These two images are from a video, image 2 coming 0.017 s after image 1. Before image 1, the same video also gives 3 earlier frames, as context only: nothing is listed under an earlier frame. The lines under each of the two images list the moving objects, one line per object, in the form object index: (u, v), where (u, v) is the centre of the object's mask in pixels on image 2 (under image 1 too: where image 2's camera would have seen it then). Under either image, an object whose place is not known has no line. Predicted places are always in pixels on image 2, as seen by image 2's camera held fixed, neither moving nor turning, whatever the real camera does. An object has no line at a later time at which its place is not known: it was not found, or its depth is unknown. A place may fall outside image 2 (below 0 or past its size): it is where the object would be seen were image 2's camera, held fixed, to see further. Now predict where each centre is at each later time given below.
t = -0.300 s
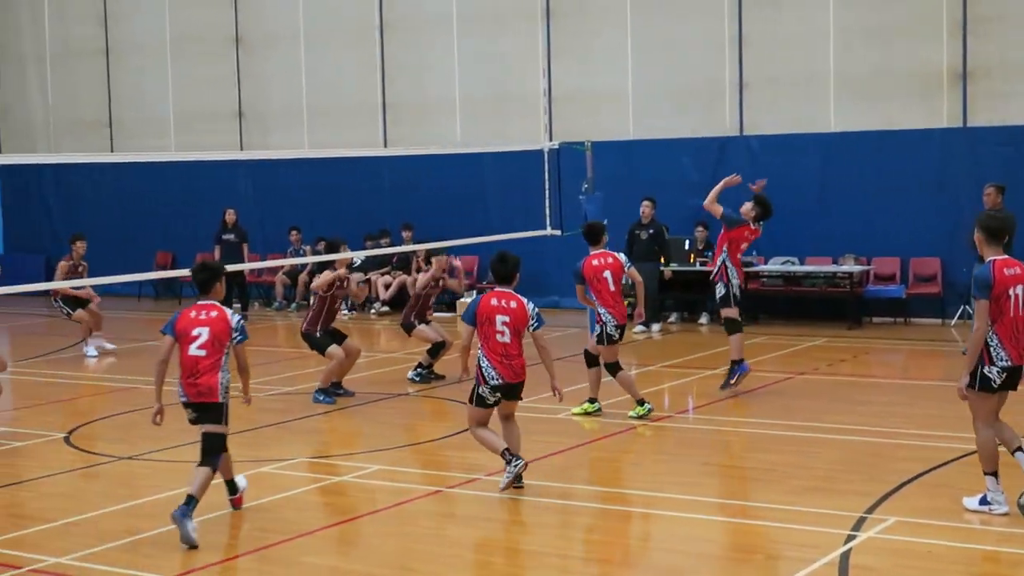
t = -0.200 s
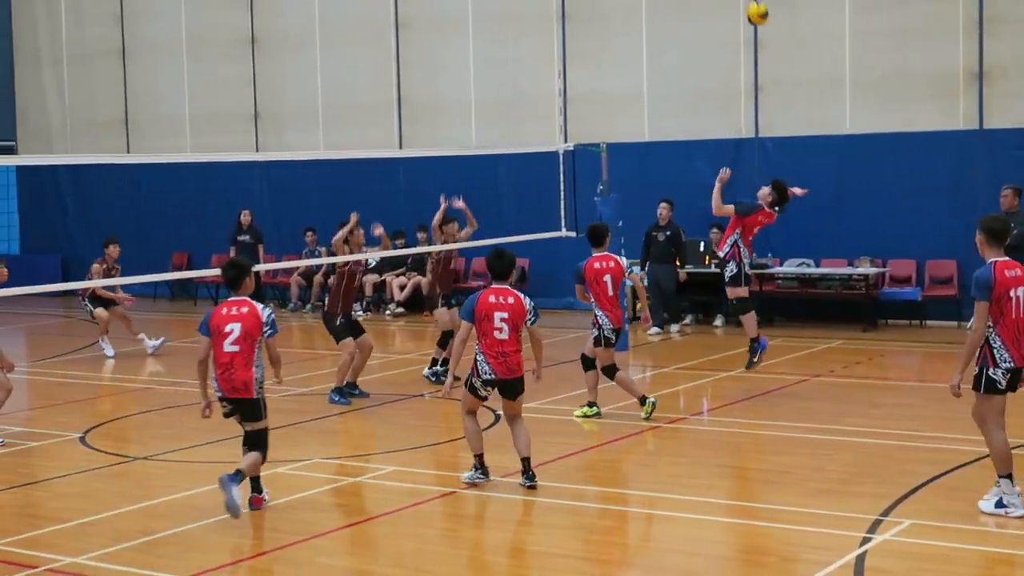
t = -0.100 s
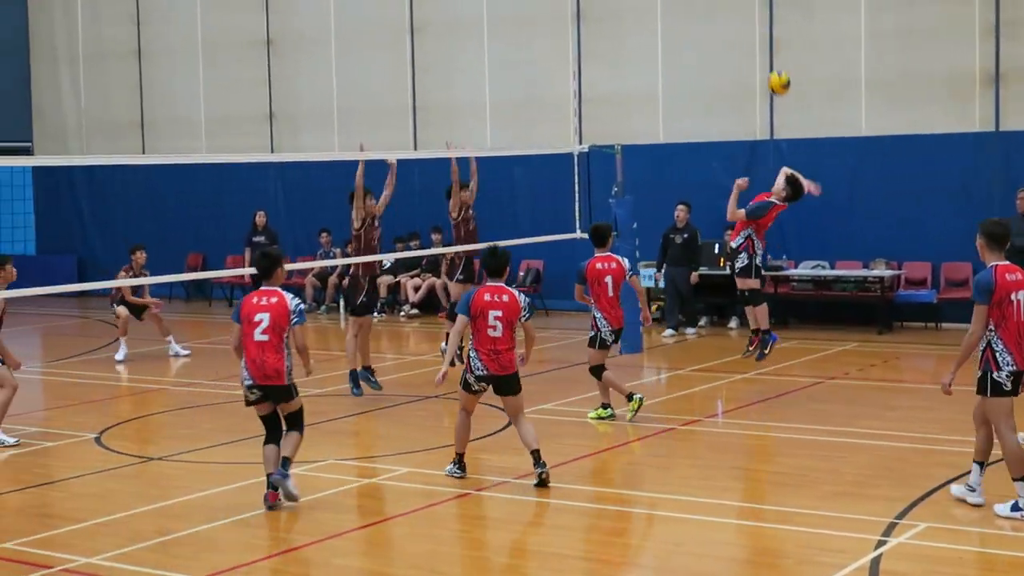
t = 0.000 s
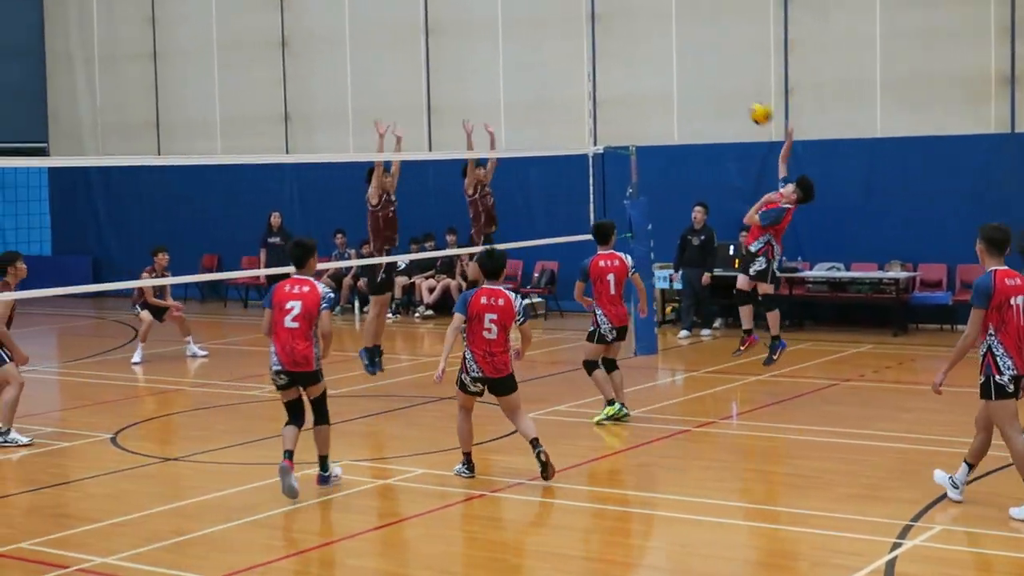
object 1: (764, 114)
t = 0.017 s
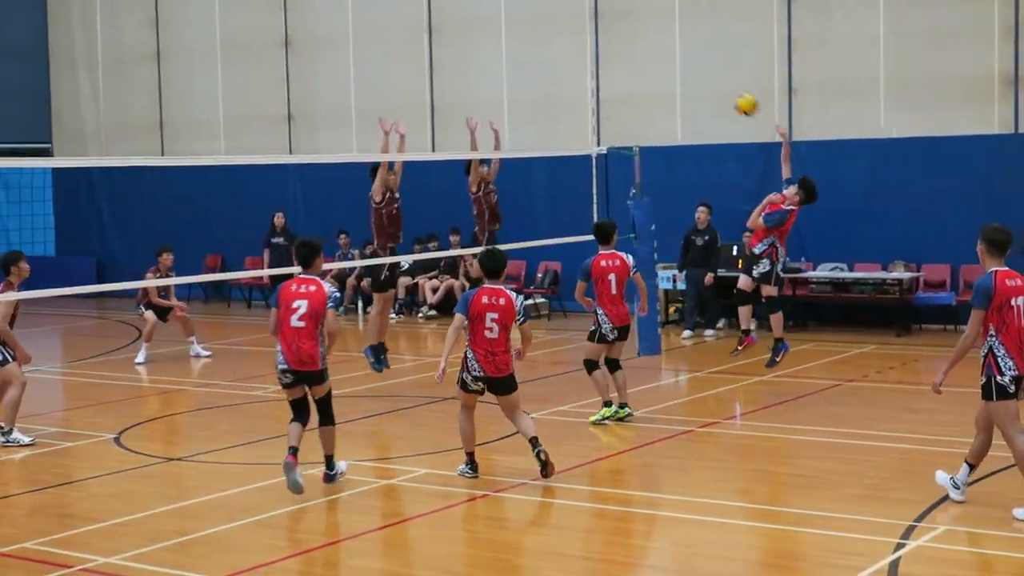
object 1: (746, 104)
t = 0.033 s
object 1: (728, 97)
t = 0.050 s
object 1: (711, 89)
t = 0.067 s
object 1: (694, 81)
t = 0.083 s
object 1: (677, 74)
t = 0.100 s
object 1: (660, 67)
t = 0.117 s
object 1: (643, 61)
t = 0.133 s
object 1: (627, 54)
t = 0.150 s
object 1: (610, 49)
